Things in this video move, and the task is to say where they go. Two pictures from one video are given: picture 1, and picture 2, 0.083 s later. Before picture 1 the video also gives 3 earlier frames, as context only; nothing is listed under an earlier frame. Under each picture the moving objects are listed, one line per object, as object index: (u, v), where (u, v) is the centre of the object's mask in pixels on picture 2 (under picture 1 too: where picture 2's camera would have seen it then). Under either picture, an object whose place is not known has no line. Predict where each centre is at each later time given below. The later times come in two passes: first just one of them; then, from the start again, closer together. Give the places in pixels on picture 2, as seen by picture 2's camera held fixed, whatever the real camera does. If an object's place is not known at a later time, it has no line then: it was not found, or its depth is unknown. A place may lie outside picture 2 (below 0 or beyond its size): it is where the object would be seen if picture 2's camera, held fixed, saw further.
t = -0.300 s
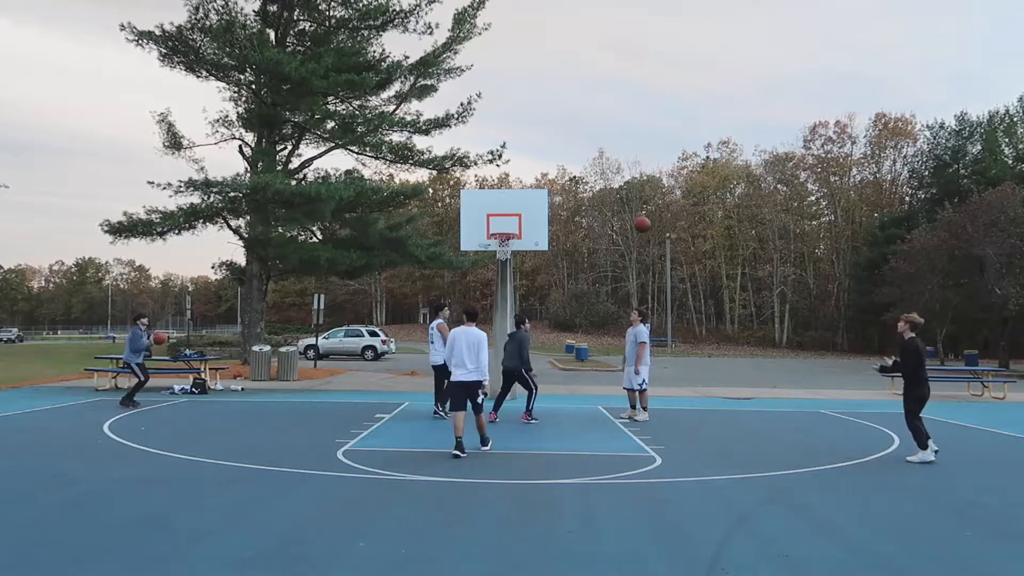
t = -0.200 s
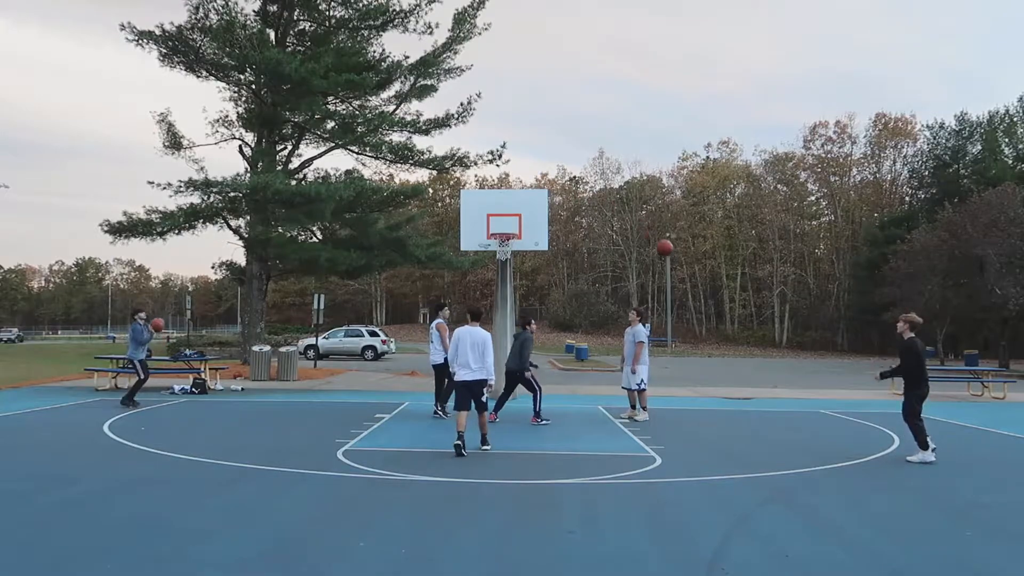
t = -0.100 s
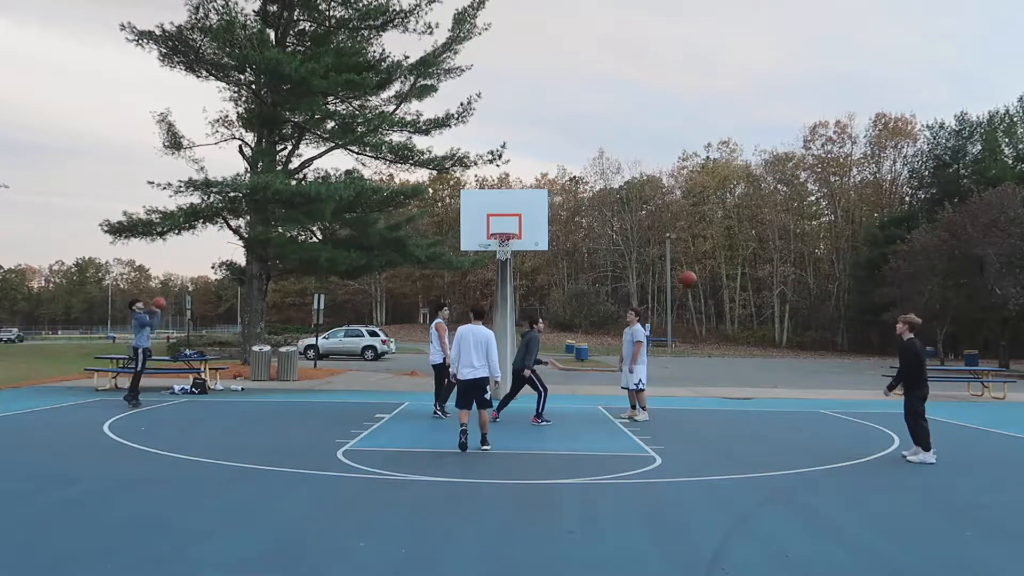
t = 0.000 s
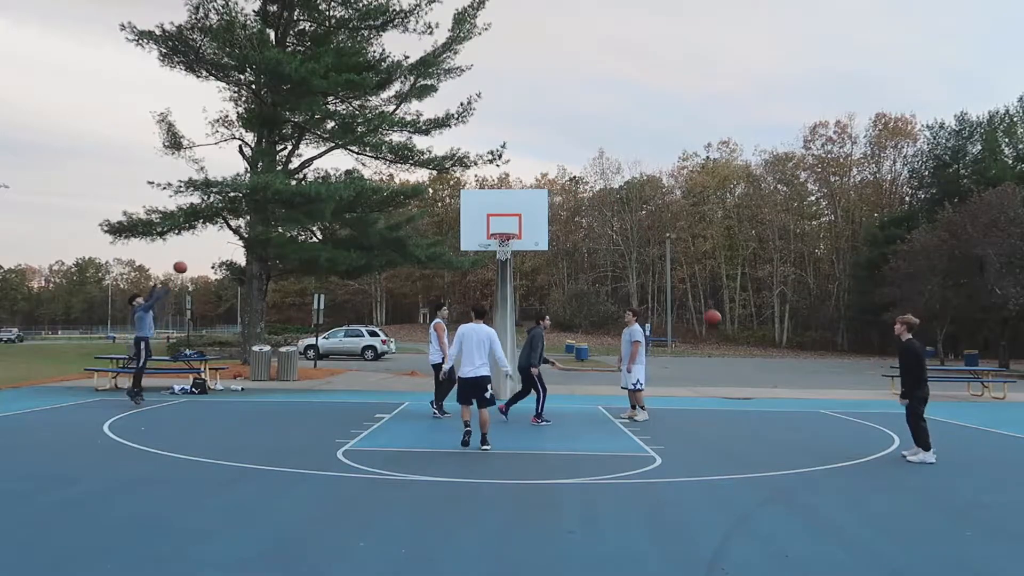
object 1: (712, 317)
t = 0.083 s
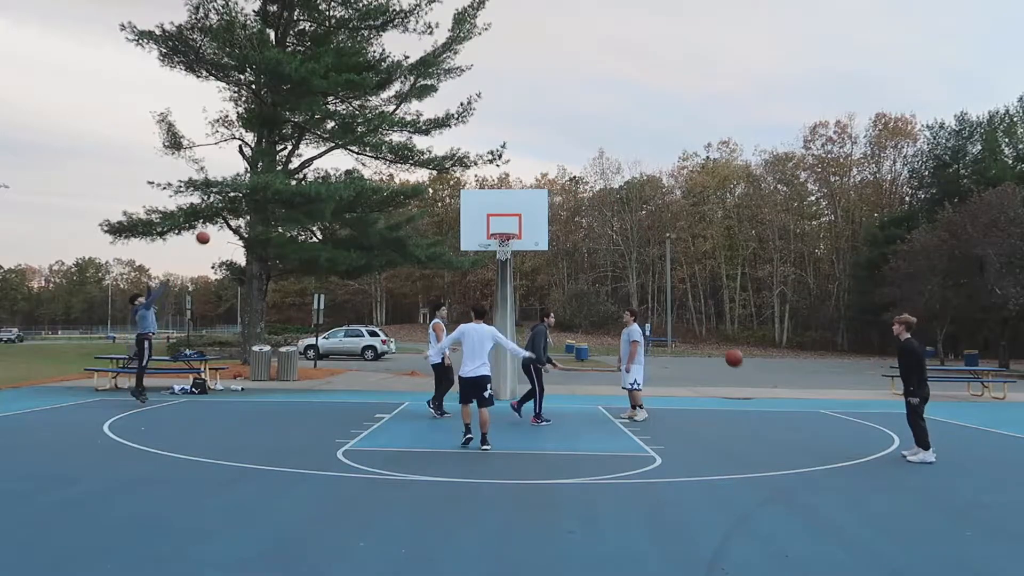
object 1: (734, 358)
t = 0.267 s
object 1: (778, 416)
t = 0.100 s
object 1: (738, 367)
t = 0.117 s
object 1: (742, 376)
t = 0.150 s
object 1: (751, 394)
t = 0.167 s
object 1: (756, 404)
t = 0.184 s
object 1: (760, 413)
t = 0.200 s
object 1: (765, 424)
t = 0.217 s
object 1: (770, 434)
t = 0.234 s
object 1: (772, 430)
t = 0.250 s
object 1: (775, 423)
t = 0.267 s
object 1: (778, 416)
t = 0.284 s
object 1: (781, 409)
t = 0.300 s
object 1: (784, 403)
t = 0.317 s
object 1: (787, 396)
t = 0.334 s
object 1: (789, 390)
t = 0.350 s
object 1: (792, 384)
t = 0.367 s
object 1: (795, 379)
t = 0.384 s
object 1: (798, 373)
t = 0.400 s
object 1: (801, 367)
